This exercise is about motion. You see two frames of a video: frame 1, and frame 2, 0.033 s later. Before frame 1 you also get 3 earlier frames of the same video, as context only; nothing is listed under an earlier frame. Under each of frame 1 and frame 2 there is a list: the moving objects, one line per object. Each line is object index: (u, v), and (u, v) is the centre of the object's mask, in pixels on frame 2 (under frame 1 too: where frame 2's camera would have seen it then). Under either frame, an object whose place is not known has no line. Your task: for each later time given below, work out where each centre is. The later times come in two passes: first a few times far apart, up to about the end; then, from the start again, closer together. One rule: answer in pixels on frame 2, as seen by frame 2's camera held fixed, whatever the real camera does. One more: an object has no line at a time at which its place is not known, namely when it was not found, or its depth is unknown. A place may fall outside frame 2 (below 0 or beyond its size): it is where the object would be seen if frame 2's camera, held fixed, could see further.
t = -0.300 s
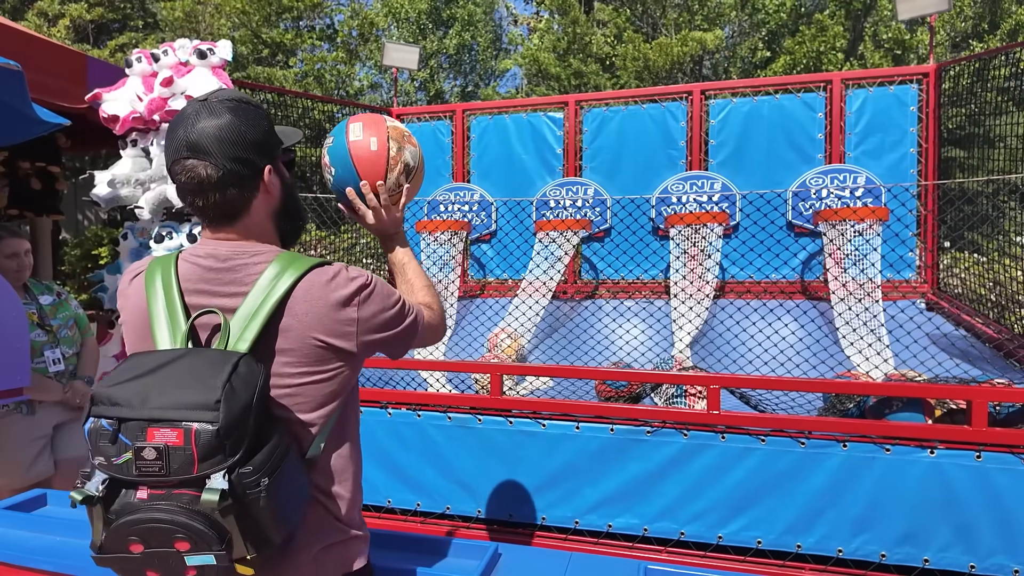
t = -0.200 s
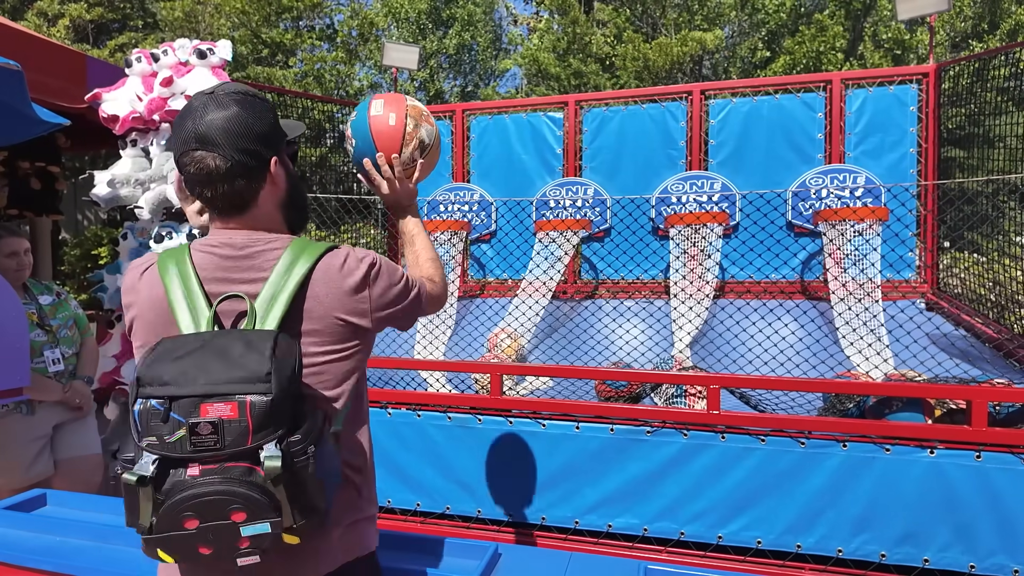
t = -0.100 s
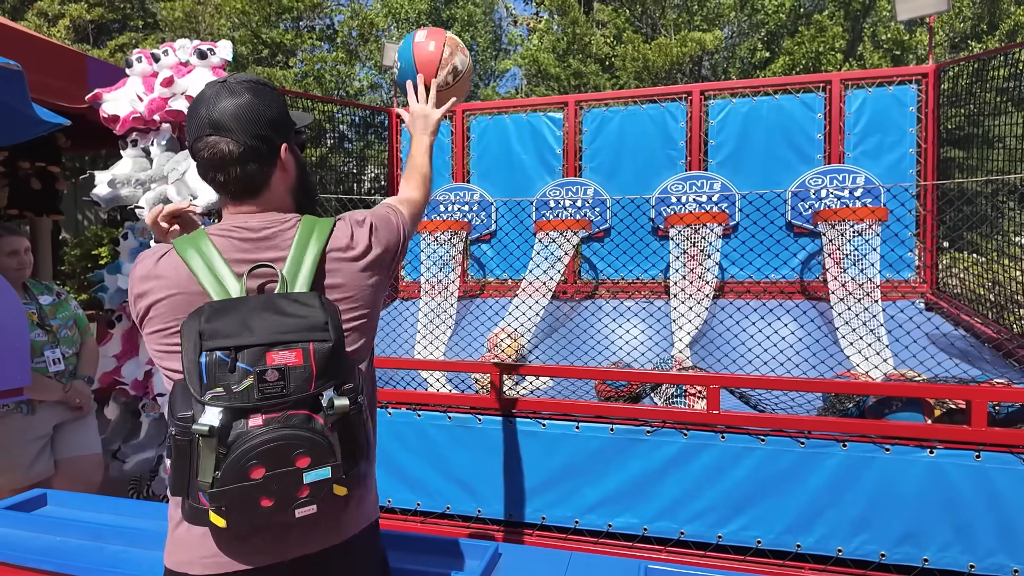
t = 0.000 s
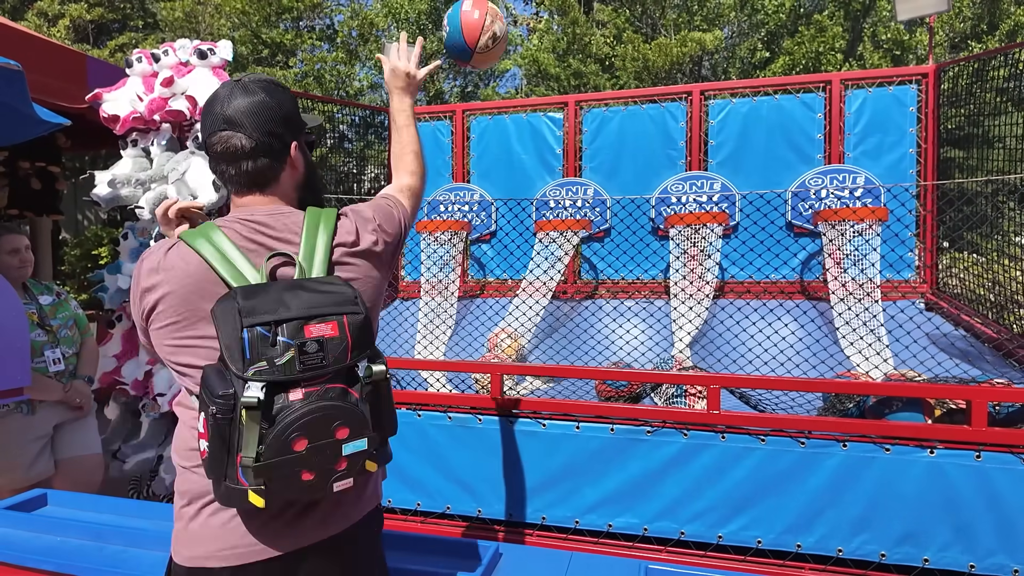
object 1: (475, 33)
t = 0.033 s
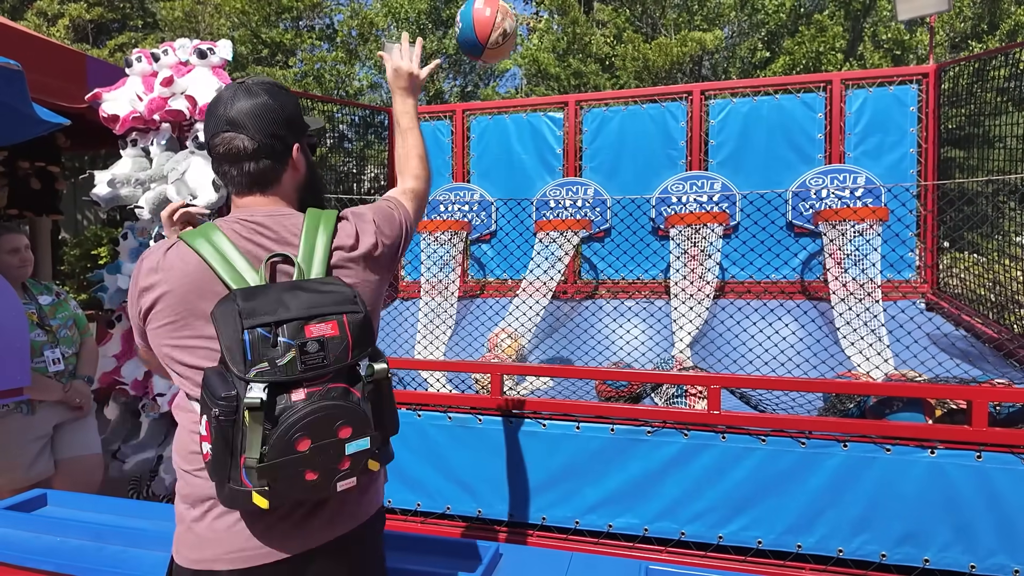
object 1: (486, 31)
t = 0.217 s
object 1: (529, 57)
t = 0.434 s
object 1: (561, 148)
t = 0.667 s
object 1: (559, 194)
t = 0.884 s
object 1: (510, 156)
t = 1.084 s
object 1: (467, 177)
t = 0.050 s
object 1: (491, 30)
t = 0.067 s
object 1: (496, 30)
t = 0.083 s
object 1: (500, 30)
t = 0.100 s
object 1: (505, 32)
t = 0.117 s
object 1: (509, 34)
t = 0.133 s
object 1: (512, 37)
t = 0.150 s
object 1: (516, 40)
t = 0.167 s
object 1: (520, 44)
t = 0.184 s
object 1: (523, 48)
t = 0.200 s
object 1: (527, 52)
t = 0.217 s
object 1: (529, 57)
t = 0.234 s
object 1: (533, 63)
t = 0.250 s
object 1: (535, 68)
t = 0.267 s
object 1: (538, 74)
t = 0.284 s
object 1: (540, 80)
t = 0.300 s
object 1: (543, 87)
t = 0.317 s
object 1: (546, 94)
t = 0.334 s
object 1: (548, 101)
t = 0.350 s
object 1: (550, 108)
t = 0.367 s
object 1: (552, 115)
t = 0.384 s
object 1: (554, 123)
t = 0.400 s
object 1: (556, 131)
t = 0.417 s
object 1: (558, 137)
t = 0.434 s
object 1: (561, 148)
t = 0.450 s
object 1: (562, 156)
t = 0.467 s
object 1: (564, 165)
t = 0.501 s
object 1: (567, 181)
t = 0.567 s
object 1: (572, 205)
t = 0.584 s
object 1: (572, 206)
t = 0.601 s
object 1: (572, 208)
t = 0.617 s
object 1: (571, 208)
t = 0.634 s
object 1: (567, 203)
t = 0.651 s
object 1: (563, 199)
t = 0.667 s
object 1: (559, 194)
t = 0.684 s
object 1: (555, 189)
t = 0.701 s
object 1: (551, 183)
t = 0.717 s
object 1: (547, 179)
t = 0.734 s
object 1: (544, 175)
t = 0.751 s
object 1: (540, 172)
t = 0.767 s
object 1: (537, 168)
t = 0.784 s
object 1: (533, 165)
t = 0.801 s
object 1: (529, 162)
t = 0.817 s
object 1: (525, 161)
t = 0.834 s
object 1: (522, 159)
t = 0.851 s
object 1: (518, 157)
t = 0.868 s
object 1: (514, 156)
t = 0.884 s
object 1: (510, 156)
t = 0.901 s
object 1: (507, 156)
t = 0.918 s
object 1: (504, 156)
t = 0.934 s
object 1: (500, 156)
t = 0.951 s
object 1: (496, 157)
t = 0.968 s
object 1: (492, 158)
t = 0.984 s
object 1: (488, 160)
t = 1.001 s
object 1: (486, 161)
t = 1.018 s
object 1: (482, 164)
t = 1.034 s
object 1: (479, 167)
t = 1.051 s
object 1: (475, 169)
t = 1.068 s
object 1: (471, 173)
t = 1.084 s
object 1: (467, 177)
